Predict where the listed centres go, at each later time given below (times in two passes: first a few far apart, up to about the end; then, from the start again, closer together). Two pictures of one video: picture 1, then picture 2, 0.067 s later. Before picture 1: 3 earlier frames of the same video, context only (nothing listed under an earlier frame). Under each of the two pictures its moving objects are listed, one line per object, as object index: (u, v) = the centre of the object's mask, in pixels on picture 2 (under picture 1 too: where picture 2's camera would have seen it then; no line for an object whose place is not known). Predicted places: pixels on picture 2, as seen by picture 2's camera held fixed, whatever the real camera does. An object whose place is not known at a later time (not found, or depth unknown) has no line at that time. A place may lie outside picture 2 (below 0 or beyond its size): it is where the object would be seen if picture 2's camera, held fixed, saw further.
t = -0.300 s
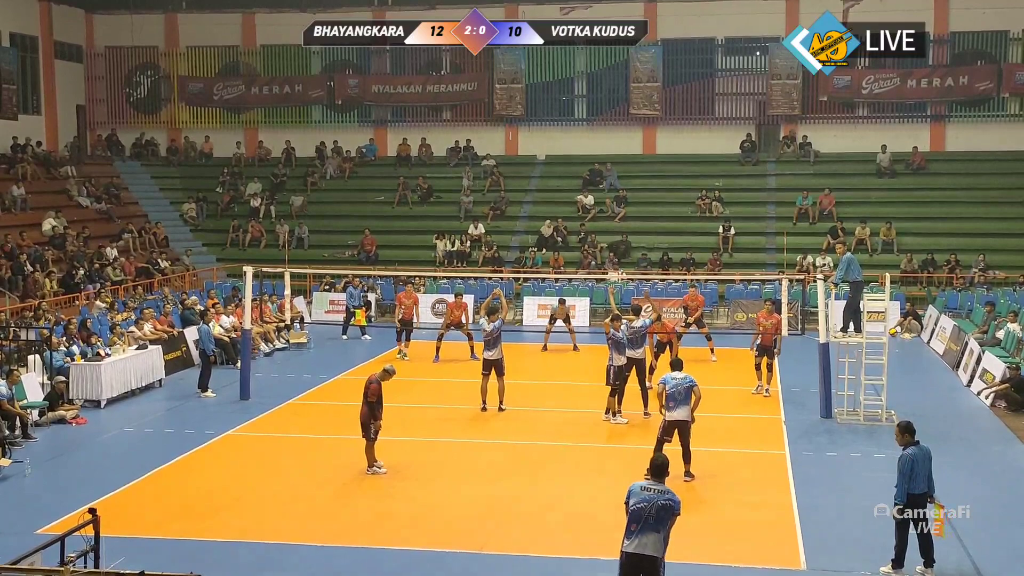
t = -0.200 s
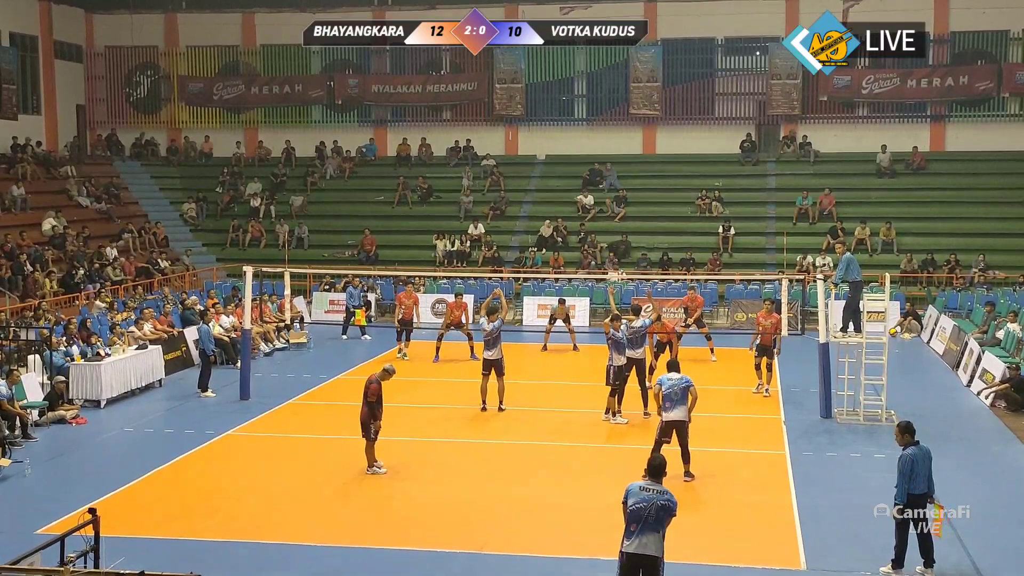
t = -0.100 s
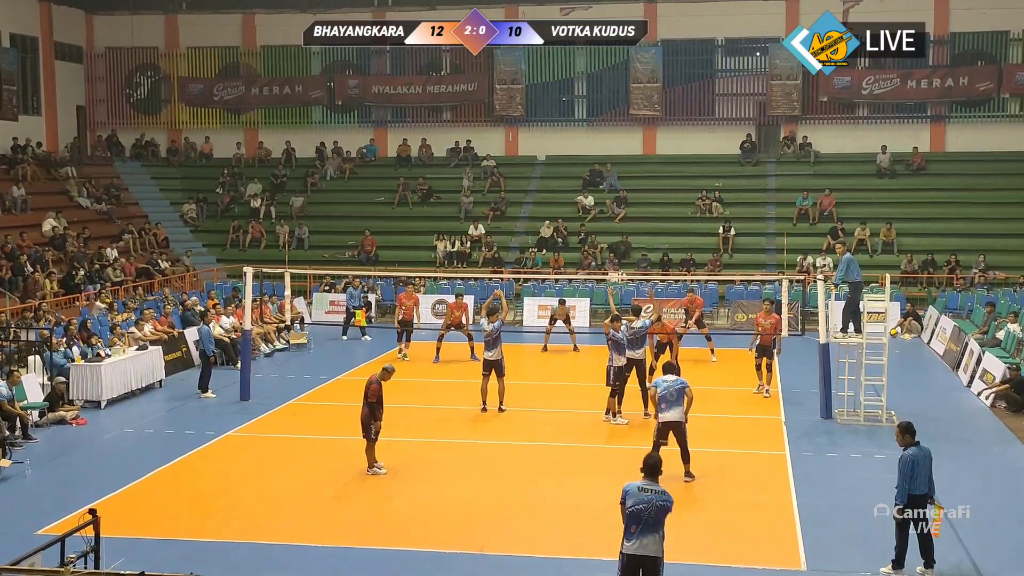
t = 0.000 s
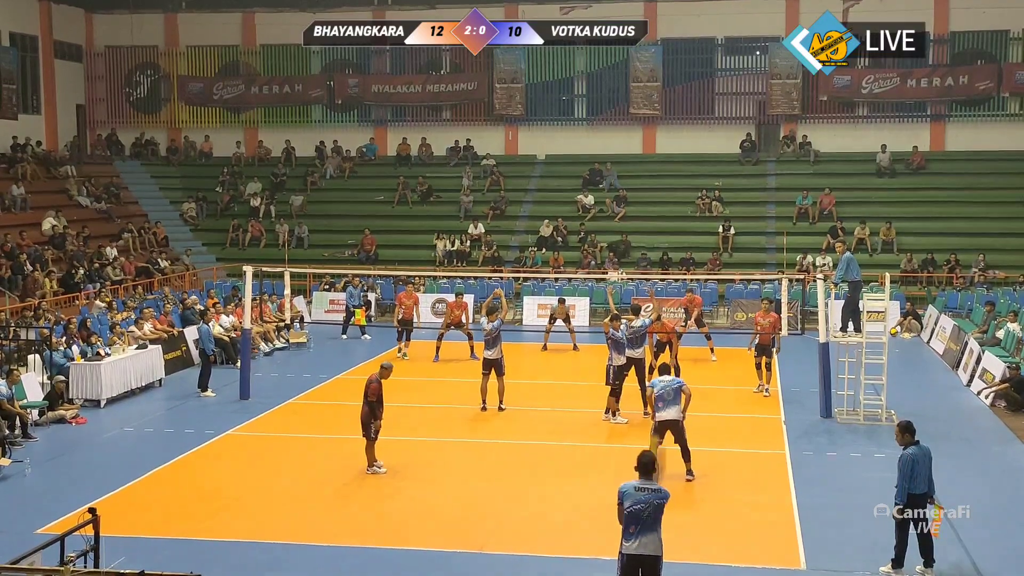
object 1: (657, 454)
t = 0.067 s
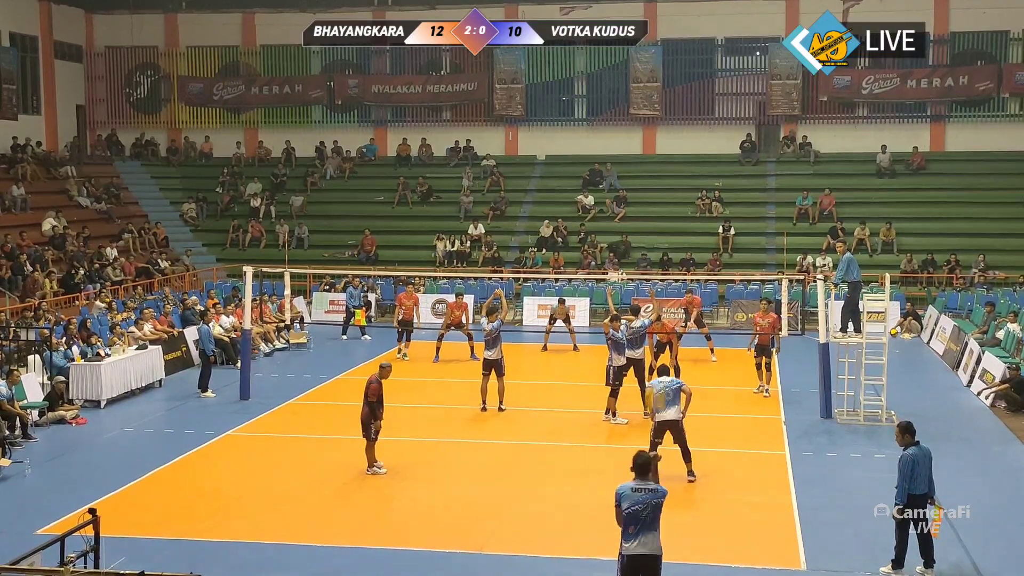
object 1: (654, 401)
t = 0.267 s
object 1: (657, 255)
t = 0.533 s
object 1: (659, 134)
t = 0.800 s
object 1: (661, 95)
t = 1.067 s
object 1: (663, 122)
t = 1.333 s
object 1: (663, 218)
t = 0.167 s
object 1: (656, 320)
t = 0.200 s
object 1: (657, 297)
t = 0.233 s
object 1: (656, 273)
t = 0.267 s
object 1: (657, 255)
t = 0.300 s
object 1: (657, 235)
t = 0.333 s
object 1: (658, 219)
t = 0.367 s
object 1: (658, 204)
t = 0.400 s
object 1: (658, 186)
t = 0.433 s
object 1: (658, 173)
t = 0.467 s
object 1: (658, 160)
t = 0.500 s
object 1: (659, 148)
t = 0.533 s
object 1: (659, 134)
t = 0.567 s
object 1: (660, 125)
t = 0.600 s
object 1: (661, 118)
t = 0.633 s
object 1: (660, 113)
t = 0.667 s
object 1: (661, 107)
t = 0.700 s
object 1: (661, 102)
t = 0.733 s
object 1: (661, 99)
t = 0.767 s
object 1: (661, 96)
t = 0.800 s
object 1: (661, 95)
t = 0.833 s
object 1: (661, 95)
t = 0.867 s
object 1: (662, 96)
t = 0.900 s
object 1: (662, 98)
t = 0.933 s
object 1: (662, 101)
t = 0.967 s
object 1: (662, 105)
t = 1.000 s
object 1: (662, 110)
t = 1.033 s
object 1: (663, 116)
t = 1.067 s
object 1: (663, 122)
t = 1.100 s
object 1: (663, 130)
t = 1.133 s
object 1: (662, 141)
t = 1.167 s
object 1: (663, 154)
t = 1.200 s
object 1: (663, 164)
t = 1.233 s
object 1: (663, 177)
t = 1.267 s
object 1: (663, 188)
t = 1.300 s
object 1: (663, 204)
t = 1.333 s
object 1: (663, 218)
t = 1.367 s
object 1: (663, 235)
